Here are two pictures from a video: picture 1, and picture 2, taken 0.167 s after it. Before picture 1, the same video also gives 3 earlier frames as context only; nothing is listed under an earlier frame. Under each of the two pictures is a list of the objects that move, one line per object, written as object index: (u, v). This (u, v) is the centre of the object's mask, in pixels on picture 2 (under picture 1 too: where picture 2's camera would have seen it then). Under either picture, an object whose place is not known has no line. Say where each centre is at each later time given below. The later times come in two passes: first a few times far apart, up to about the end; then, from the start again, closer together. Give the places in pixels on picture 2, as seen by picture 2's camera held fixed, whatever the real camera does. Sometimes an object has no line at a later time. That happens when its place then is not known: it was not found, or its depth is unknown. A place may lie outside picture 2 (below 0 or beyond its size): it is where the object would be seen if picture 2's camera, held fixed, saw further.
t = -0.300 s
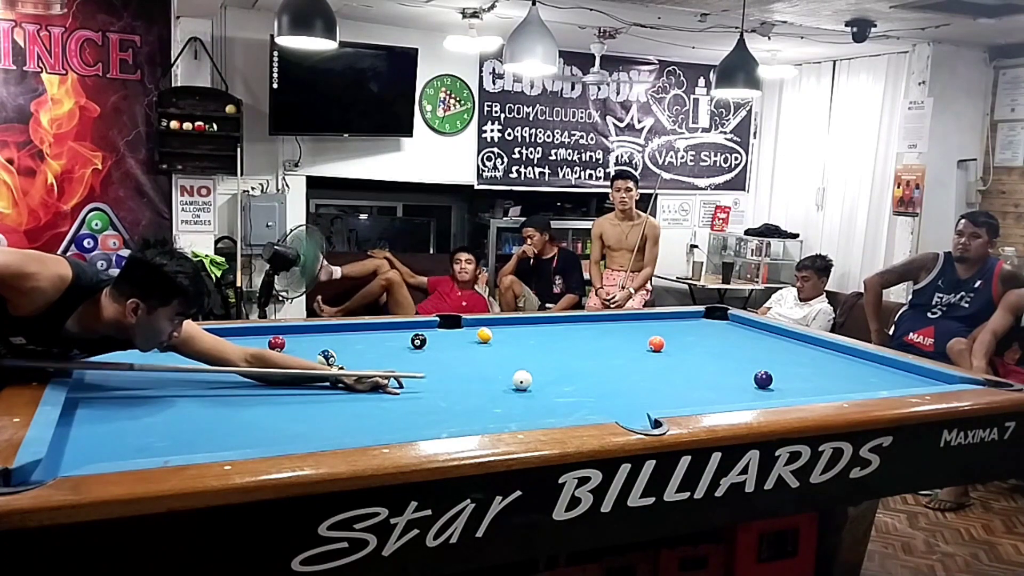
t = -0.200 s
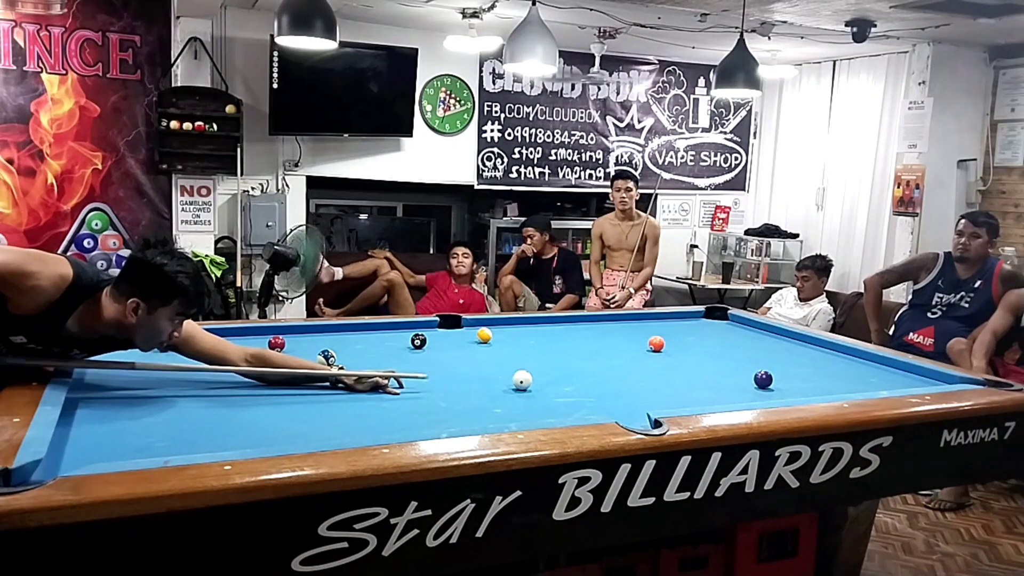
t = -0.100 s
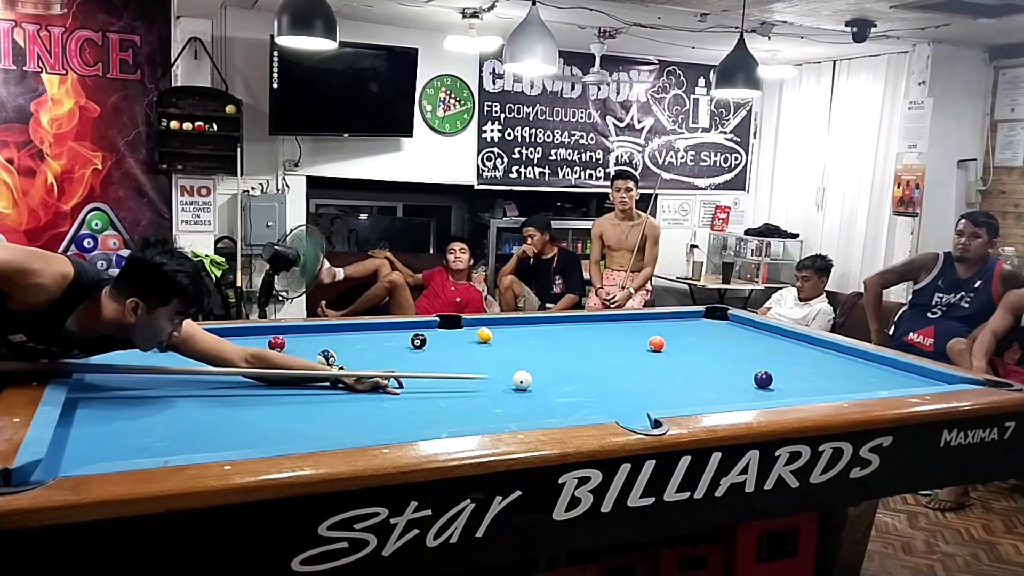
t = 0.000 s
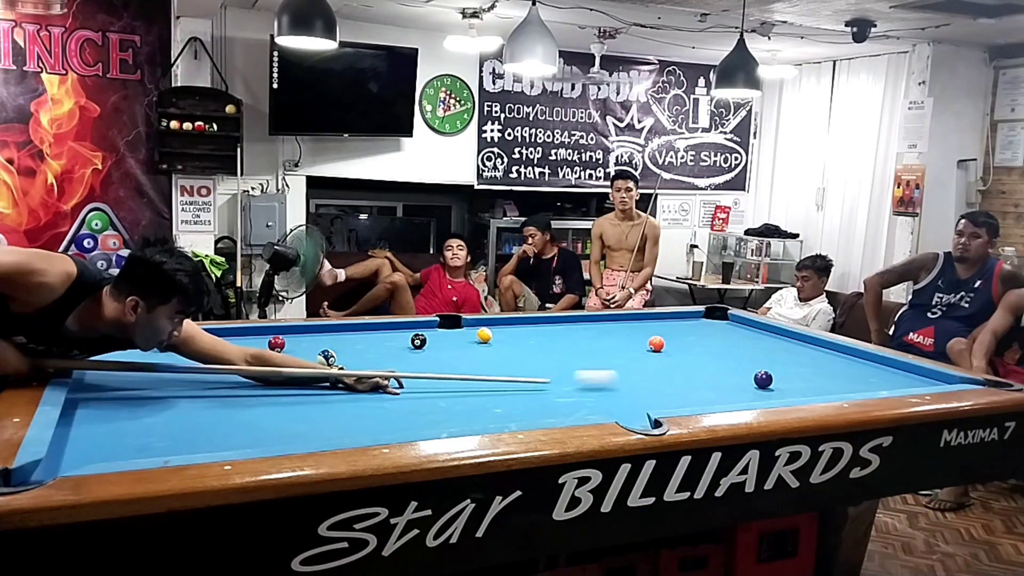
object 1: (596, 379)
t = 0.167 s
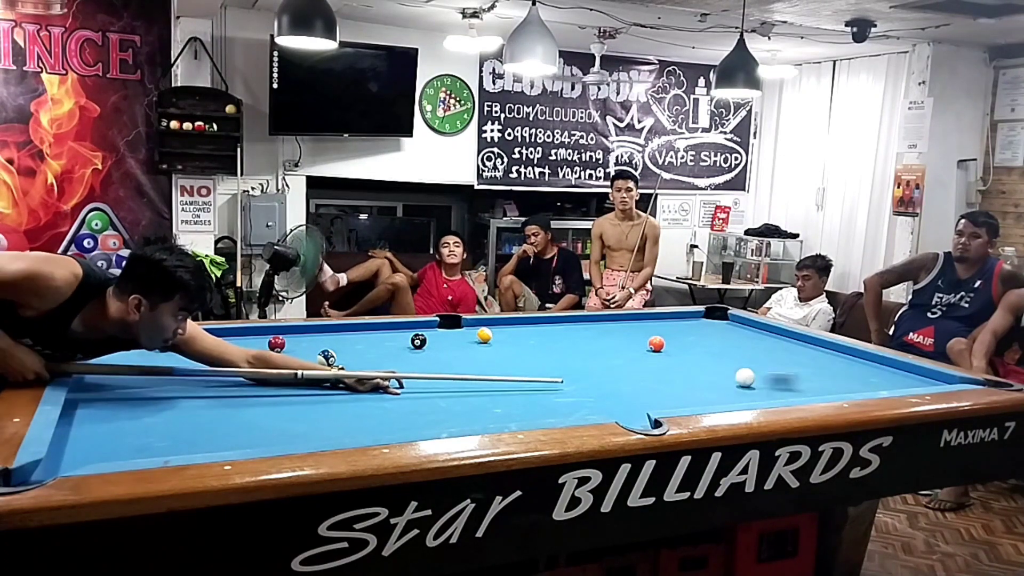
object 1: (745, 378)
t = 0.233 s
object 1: (748, 375)
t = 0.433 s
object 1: (783, 370)
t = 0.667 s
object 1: (827, 364)
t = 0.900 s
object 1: (867, 359)
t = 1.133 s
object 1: (859, 360)
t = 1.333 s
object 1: (840, 362)
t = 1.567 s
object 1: (818, 365)
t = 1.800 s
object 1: (797, 367)
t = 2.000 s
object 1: (780, 369)
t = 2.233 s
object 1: (759, 372)
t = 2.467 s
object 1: (740, 375)
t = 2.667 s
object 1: (724, 377)
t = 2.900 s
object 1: (706, 380)
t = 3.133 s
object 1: (688, 382)
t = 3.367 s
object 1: (672, 385)
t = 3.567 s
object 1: (657, 387)
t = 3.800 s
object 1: (642, 390)
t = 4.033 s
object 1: (627, 392)
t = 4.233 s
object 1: (615, 394)
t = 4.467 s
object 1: (601, 396)
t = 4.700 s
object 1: (588, 398)
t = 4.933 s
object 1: (577, 400)
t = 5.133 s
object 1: (568, 401)
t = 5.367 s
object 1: (558, 403)
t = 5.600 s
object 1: (551, 404)
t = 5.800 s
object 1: (545, 405)
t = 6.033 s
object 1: (540, 406)
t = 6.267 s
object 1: (536, 406)
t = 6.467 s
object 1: (534, 407)
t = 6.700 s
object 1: (532, 407)
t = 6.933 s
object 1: (533, 407)
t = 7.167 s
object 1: (533, 407)
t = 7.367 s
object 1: (533, 407)
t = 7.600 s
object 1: (533, 407)
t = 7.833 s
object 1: (533, 407)
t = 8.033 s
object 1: (533, 407)
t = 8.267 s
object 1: (533, 407)
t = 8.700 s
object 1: (532, 406)
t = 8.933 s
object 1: (533, 407)
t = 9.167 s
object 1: (533, 407)
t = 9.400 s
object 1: (533, 407)
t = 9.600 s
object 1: (533, 407)
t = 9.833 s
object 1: (533, 407)
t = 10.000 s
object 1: (533, 407)
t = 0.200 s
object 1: (746, 376)
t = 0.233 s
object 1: (748, 375)
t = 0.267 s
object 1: (752, 374)
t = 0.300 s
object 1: (757, 373)
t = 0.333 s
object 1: (763, 372)
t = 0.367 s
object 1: (770, 371)
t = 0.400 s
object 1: (776, 370)
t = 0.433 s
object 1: (783, 370)
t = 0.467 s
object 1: (789, 369)
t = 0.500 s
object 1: (796, 368)
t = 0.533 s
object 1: (802, 367)
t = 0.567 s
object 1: (809, 366)
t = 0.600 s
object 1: (815, 366)
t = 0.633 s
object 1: (821, 365)
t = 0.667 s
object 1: (827, 364)
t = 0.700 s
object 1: (833, 364)
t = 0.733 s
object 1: (839, 363)
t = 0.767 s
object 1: (844, 362)
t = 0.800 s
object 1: (850, 361)
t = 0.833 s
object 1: (856, 361)
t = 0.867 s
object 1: (861, 360)
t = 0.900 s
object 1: (867, 359)
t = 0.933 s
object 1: (873, 359)
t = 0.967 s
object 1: (874, 359)
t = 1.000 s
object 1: (871, 359)
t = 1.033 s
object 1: (868, 359)
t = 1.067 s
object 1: (865, 360)
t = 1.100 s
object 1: (862, 360)
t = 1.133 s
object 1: (859, 360)
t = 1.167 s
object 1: (856, 361)
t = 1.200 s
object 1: (852, 361)
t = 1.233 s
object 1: (849, 361)
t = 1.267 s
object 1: (846, 362)
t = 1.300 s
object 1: (843, 362)
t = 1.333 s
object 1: (840, 362)
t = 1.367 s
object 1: (837, 363)
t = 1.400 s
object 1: (834, 363)
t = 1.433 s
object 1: (831, 364)
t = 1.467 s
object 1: (828, 364)
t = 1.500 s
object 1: (824, 364)
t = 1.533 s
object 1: (821, 365)
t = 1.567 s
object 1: (818, 365)
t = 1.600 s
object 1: (815, 365)
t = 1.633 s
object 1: (812, 366)
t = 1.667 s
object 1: (810, 366)
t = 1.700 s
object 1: (806, 366)
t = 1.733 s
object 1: (803, 367)
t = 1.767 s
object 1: (800, 367)
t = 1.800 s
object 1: (797, 367)
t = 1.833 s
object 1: (794, 368)
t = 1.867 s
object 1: (791, 368)
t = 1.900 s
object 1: (788, 368)
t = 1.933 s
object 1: (785, 369)
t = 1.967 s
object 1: (783, 369)
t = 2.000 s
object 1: (780, 369)
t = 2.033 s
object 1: (777, 370)
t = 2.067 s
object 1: (774, 370)
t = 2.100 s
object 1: (771, 371)
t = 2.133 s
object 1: (768, 371)
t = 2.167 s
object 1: (765, 371)
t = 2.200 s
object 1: (762, 372)
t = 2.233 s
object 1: (759, 372)
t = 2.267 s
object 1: (756, 372)
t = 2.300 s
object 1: (754, 373)
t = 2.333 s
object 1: (751, 373)
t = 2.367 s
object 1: (748, 373)
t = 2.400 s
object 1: (745, 374)
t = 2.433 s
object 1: (743, 374)
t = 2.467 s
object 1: (740, 375)
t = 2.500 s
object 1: (737, 375)
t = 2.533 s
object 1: (734, 375)
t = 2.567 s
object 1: (732, 376)
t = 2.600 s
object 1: (729, 376)
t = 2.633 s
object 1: (727, 376)
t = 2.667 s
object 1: (724, 377)
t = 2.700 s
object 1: (721, 377)
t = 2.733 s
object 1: (719, 378)
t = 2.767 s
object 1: (716, 378)
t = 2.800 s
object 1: (714, 378)
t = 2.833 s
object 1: (711, 379)
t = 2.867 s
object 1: (708, 379)
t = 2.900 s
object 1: (706, 380)
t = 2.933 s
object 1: (703, 380)
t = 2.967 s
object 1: (701, 380)
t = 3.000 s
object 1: (698, 381)
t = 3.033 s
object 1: (696, 381)
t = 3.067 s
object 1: (693, 382)
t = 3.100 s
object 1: (691, 382)
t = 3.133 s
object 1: (688, 382)
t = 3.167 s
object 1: (686, 382)
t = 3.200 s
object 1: (683, 383)
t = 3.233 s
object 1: (681, 383)
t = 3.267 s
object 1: (679, 384)
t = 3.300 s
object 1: (676, 384)
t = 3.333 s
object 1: (674, 385)
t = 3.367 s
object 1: (672, 385)
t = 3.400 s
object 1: (669, 385)
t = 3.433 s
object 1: (667, 386)
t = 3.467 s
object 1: (664, 386)
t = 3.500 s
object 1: (662, 386)
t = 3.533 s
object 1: (660, 387)
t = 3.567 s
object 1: (657, 387)
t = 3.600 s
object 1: (655, 387)
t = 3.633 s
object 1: (653, 387)
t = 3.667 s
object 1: (651, 388)
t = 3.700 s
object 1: (649, 389)
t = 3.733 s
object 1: (646, 389)
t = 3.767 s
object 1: (644, 389)
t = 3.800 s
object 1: (642, 390)
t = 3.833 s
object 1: (640, 390)
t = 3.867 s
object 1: (638, 390)
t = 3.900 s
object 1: (636, 391)
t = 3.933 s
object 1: (634, 391)
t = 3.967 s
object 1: (632, 391)
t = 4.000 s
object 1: (629, 392)
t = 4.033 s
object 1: (627, 392)
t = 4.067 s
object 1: (626, 392)
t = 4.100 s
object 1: (623, 393)
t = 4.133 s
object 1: (621, 393)
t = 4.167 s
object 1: (619, 393)
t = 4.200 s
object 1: (617, 394)
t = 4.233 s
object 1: (615, 394)
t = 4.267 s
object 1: (613, 394)
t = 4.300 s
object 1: (611, 394)
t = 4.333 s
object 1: (609, 395)
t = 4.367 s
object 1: (607, 395)
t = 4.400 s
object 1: (605, 396)
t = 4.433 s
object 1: (603, 396)
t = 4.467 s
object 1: (601, 396)
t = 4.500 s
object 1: (599, 396)
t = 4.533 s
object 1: (597, 397)
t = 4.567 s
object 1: (595, 397)
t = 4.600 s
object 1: (594, 397)
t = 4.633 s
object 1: (592, 398)
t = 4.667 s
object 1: (590, 398)
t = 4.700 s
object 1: (588, 398)
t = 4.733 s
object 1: (586, 398)
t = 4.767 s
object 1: (585, 399)
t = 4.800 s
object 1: (583, 399)
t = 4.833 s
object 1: (581, 399)
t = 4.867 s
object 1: (580, 399)
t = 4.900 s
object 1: (578, 400)
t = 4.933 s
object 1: (577, 400)
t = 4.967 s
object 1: (575, 400)
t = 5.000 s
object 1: (574, 400)
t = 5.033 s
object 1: (572, 401)
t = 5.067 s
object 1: (571, 401)
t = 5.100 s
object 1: (569, 401)
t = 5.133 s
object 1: (568, 401)
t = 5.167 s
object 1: (566, 401)
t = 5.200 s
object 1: (565, 402)
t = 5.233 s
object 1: (564, 402)
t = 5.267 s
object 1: (562, 402)
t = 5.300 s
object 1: (561, 402)
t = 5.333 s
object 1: (560, 402)
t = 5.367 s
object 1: (558, 403)
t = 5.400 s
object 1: (557, 403)
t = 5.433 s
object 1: (556, 403)
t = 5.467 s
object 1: (555, 403)
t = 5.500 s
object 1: (554, 403)
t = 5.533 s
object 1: (553, 404)
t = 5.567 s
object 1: (551, 404)
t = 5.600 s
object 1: (551, 404)
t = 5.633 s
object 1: (550, 404)
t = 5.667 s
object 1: (549, 405)
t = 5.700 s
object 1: (548, 405)
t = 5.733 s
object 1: (547, 405)
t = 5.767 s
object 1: (546, 405)
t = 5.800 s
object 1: (545, 405)
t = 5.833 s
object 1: (544, 405)
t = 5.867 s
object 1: (543, 405)
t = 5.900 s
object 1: (543, 406)
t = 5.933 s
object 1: (542, 406)
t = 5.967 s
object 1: (541, 406)
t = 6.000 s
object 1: (540, 406)
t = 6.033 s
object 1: (540, 406)
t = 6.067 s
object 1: (539, 406)
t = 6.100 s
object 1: (538, 406)
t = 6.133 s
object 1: (538, 406)
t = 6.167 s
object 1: (537, 406)
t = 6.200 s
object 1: (537, 406)
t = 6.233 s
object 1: (536, 406)
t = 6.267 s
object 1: (536, 406)
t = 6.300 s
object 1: (535, 406)
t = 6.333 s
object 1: (535, 407)
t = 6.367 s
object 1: (535, 406)
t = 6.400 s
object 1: (534, 407)
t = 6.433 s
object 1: (534, 406)
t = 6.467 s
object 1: (534, 407)
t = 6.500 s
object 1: (533, 407)
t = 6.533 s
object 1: (533, 407)
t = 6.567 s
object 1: (533, 407)
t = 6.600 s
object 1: (532, 407)
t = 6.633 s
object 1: (532, 407)
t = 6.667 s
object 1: (532, 407)
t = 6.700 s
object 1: (532, 407)
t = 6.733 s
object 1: (532, 407)
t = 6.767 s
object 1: (532, 407)
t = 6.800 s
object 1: (532, 407)
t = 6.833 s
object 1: (532, 407)
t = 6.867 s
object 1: (532, 407)
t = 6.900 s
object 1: (532, 407)
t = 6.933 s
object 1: (533, 407)
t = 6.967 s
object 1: (533, 407)
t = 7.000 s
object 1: (533, 407)
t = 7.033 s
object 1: (533, 407)
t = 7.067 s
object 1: (533, 407)
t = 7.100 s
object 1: (533, 406)
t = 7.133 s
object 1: (533, 407)
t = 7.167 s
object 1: (533, 407)
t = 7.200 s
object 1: (533, 407)
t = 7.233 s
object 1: (533, 407)
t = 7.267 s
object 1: (533, 407)
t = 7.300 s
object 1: (533, 407)
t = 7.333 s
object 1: (533, 407)
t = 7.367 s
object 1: (533, 407)
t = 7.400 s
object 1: (533, 407)
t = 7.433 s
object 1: (533, 407)
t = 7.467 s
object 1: (533, 407)
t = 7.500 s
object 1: (533, 407)
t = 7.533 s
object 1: (533, 407)
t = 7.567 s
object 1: (533, 407)
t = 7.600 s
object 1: (533, 407)
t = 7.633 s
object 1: (533, 407)
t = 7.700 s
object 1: (533, 407)
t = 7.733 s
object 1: (533, 407)
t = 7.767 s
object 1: (533, 407)
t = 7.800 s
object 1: (533, 407)
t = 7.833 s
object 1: (533, 407)
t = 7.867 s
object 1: (533, 407)
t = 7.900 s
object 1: (533, 407)
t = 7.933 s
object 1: (533, 407)
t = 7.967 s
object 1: (533, 407)
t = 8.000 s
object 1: (533, 407)
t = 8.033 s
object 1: (533, 407)
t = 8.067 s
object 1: (533, 407)
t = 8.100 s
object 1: (533, 407)
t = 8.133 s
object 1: (533, 407)
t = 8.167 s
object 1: (533, 407)
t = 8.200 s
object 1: (533, 407)
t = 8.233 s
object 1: (533, 407)
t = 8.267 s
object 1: (533, 407)
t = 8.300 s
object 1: (533, 407)
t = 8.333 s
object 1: (533, 407)
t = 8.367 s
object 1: (533, 407)
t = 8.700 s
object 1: (532, 406)
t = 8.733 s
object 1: (533, 406)
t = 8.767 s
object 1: (533, 406)
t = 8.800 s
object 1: (533, 406)
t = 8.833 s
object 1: (533, 407)
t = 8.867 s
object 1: (533, 407)
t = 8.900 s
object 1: (533, 407)
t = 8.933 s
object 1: (533, 407)
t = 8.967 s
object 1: (533, 407)
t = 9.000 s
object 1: (533, 407)
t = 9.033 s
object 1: (533, 407)
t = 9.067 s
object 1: (533, 407)
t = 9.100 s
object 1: (533, 407)
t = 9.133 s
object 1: (533, 407)
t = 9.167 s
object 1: (533, 407)
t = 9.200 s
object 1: (533, 407)
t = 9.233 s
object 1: (533, 407)
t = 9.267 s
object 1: (533, 407)
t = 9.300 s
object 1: (533, 407)
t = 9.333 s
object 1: (533, 407)
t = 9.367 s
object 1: (533, 407)
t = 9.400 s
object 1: (533, 407)
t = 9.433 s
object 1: (533, 407)
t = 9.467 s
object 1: (533, 407)
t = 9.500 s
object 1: (533, 407)
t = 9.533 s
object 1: (533, 407)
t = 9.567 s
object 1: (532, 407)
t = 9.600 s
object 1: (533, 407)
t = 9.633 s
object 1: (533, 407)
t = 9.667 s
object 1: (533, 407)
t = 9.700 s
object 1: (532, 407)
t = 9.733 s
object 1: (532, 407)
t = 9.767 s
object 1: (532, 407)
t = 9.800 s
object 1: (533, 407)
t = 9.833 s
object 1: (533, 407)
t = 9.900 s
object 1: (532, 407)
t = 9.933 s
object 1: (532, 407)
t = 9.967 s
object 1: (533, 407)
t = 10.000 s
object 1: (533, 407)
